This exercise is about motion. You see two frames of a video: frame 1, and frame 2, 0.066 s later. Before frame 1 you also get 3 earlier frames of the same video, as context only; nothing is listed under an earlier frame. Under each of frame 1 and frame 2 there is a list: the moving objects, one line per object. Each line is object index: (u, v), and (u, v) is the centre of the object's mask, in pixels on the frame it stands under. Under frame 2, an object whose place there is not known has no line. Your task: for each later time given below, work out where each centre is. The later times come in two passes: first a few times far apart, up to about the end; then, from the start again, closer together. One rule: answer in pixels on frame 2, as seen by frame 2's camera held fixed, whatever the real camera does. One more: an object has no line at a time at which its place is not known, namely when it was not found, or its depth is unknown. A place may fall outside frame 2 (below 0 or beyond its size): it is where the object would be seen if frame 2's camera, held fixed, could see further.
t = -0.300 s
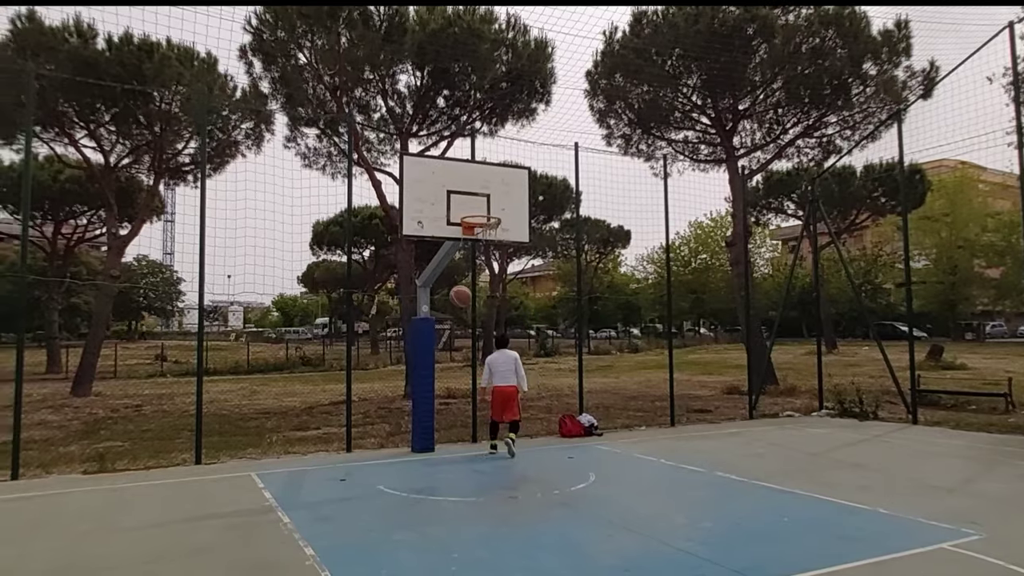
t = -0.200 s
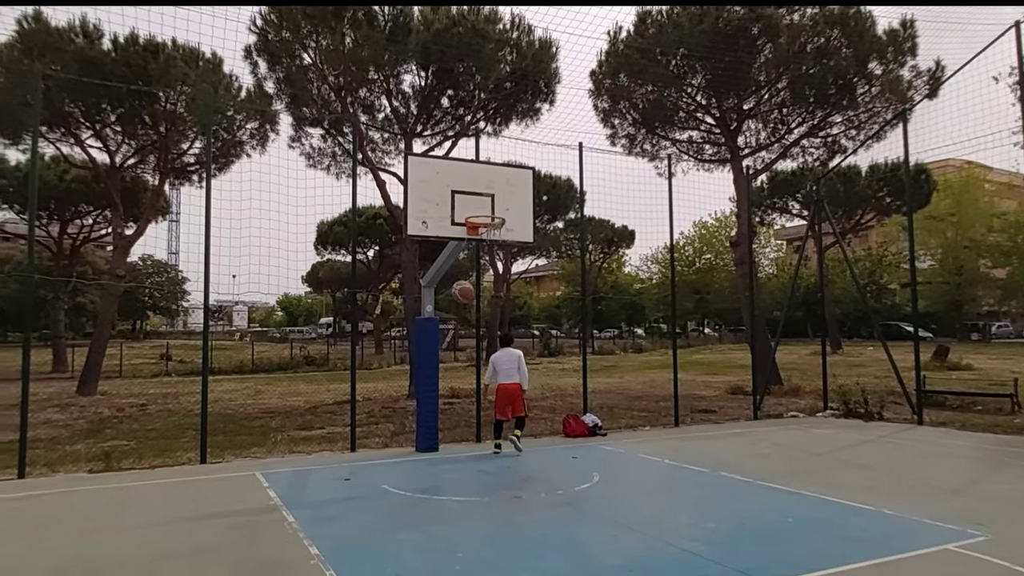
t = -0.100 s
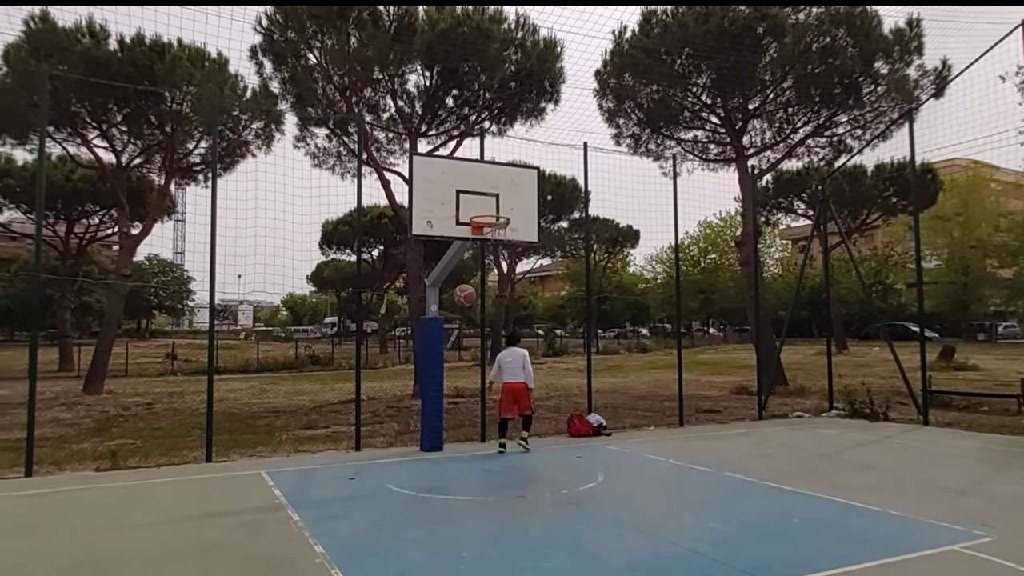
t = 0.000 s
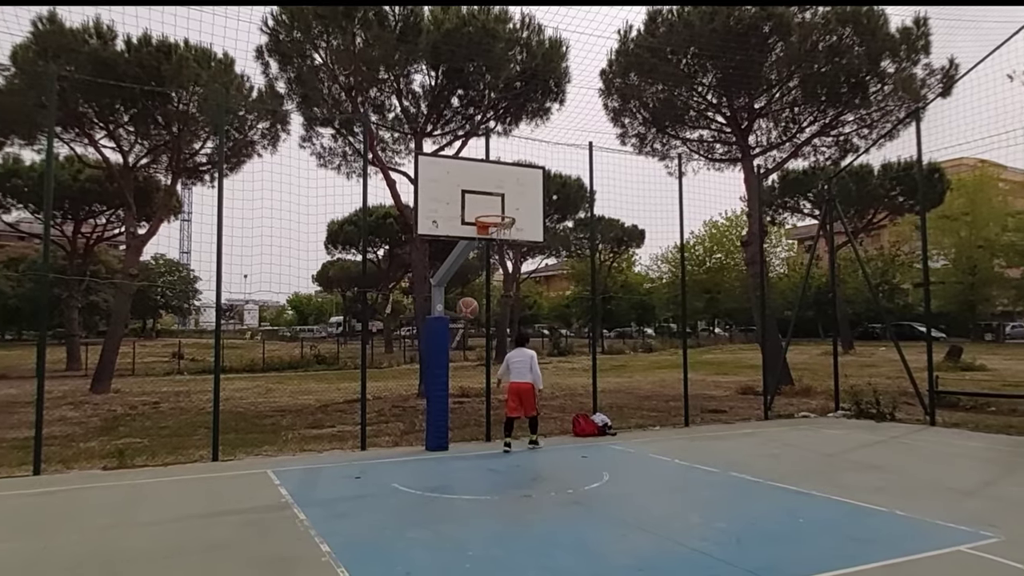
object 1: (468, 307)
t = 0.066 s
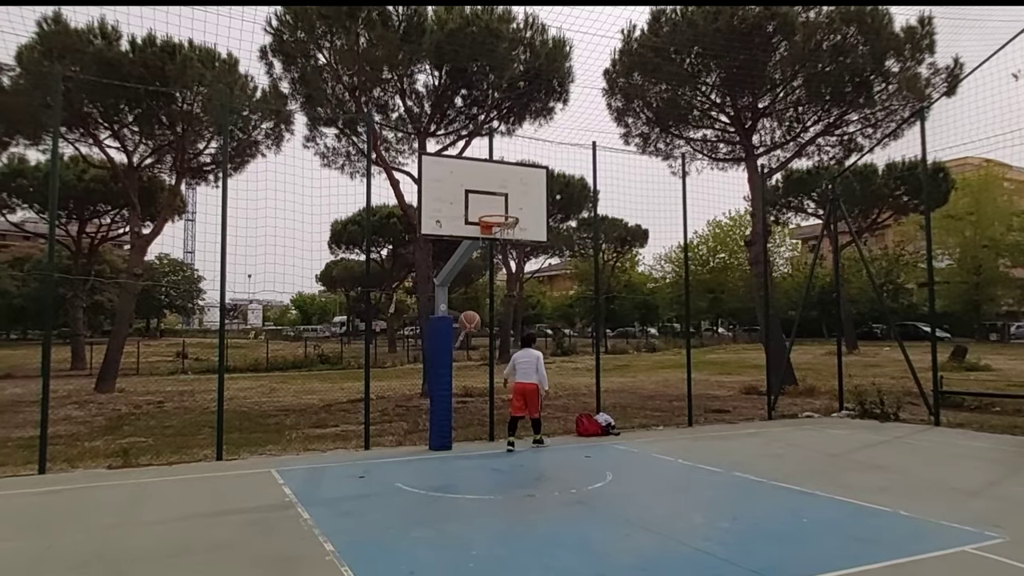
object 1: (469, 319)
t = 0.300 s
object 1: (465, 399)
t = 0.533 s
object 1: (455, 441)
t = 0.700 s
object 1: (445, 389)
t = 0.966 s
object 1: (431, 355)
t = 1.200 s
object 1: (418, 377)
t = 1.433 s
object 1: (405, 453)
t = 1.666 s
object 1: (398, 424)
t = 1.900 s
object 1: (392, 393)
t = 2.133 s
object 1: (381, 411)
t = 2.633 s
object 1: (354, 422)
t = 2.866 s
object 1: (341, 427)
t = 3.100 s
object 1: (327, 463)
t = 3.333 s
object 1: (319, 437)
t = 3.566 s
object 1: (310, 449)
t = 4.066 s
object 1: (289, 450)
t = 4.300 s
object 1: (280, 456)
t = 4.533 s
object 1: (273, 453)
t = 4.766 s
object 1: (266, 455)
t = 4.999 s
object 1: (260, 464)
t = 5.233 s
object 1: (254, 457)
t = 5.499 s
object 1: (247, 457)
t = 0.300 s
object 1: (465, 399)
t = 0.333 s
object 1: (464, 415)
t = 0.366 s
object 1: (462, 432)
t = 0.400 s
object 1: (461, 451)
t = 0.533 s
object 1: (455, 441)
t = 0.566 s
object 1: (454, 429)
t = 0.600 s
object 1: (451, 417)
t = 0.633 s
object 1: (449, 406)
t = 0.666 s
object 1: (448, 397)
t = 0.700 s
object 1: (445, 389)
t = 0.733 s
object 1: (444, 381)
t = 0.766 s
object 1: (442, 375)
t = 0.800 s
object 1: (440, 369)
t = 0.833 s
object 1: (439, 364)
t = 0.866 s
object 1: (437, 360)
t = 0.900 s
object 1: (435, 358)
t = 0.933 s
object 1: (433, 356)
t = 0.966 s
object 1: (431, 355)
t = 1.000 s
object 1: (429, 355)
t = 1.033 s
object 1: (428, 356)
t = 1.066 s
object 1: (426, 359)
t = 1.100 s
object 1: (424, 362)
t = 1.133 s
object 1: (422, 367)
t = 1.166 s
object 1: (420, 371)
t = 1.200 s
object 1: (418, 377)
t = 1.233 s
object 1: (417, 385)
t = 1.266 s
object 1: (415, 393)
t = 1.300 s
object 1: (414, 401)
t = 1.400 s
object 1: (407, 438)
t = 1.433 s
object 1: (405, 453)
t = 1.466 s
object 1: (402, 467)
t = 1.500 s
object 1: (400, 478)
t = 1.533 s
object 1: (400, 465)
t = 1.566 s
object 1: (399, 454)
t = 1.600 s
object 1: (398, 443)
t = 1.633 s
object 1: (398, 432)
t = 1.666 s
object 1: (398, 424)
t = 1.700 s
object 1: (398, 417)
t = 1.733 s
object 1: (397, 410)
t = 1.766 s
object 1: (396, 405)
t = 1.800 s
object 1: (394, 400)
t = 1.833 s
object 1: (394, 397)
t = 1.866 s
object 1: (393, 394)
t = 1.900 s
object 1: (392, 393)
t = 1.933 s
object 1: (392, 393)
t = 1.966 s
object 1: (391, 393)
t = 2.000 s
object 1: (388, 394)
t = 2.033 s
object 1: (386, 397)
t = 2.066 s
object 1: (385, 400)
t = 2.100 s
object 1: (383, 406)
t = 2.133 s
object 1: (381, 411)
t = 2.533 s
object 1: (359, 435)
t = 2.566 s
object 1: (358, 429)
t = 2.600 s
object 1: (356, 425)
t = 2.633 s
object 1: (354, 422)
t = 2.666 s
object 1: (352, 419)
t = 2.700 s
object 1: (350, 418)
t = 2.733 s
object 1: (348, 418)
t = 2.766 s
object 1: (347, 419)
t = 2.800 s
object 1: (345, 420)
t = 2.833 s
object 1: (343, 423)
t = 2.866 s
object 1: (341, 427)
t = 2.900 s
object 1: (340, 432)
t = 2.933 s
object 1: (336, 438)
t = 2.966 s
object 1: (334, 444)
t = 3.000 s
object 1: (332, 450)
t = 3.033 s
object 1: (330, 458)
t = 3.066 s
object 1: (328, 467)
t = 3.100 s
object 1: (327, 463)
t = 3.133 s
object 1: (326, 460)
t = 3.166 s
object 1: (324, 455)
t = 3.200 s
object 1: (323, 449)
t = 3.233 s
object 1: (321, 444)
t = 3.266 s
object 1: (321, 440)
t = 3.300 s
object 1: (320, 439)
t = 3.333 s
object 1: (319, 437)
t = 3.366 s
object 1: (317, 436)
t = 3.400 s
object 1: (317, 435)
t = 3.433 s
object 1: (316, 436)
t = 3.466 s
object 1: (314, 437)
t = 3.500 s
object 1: (312, 440)
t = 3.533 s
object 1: (311, 443)
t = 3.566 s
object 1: (310, 449)
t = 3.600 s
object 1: (308, 454)
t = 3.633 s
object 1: (307, 460)
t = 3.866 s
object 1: (298, 448)
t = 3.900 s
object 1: (297, 446)
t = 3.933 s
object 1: (295, 445)
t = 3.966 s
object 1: (294, 445)
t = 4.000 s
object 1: (293, 446)
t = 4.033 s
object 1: (291, 448)
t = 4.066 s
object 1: (289, 450)
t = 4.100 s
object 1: (288, 454)
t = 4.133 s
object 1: (286, 458)
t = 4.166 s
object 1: (285, 464)
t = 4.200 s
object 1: (284, 468)
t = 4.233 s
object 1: (283, 463)
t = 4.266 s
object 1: (281, 460)
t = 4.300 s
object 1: (280, 456)
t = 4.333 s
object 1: (279, 454)
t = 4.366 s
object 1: (278, 451)
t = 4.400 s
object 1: (277, 450)
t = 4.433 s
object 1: (277, 450)
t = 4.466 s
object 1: (275, 451)
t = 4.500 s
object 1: (274, 452)
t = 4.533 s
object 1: (273, 453)
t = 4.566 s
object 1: (271, 458)
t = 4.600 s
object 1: (270, 463)
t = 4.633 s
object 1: (269, 468)
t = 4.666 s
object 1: (269, 464)
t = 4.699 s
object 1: (268, 460)
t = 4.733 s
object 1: (267, 457)
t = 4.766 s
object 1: (266, 455)
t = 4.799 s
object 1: (265, 454)
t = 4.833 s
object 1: (264, 454)
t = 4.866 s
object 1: (264, 454)
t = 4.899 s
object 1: (262, 456)
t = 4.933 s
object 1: (262, 458)
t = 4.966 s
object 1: (260, 461)
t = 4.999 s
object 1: (260, 464)
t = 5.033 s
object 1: (259, 464)
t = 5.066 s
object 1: (258, 461)
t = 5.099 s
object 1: (257, 459)
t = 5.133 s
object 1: (256, 457)
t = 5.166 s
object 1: (256, 456)
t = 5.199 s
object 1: (255, 456)
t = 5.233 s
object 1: (254, 457)
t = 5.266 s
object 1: (253, 458)
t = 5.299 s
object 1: (252, 462)
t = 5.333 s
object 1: (251, 464)
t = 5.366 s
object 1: (250, 461)
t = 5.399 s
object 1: (249, 459)
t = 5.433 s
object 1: (249, 458)
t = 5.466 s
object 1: (248, 457)
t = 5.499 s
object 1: (247, 457)
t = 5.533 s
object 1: (247, 458)
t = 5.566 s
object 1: (246, 460)
